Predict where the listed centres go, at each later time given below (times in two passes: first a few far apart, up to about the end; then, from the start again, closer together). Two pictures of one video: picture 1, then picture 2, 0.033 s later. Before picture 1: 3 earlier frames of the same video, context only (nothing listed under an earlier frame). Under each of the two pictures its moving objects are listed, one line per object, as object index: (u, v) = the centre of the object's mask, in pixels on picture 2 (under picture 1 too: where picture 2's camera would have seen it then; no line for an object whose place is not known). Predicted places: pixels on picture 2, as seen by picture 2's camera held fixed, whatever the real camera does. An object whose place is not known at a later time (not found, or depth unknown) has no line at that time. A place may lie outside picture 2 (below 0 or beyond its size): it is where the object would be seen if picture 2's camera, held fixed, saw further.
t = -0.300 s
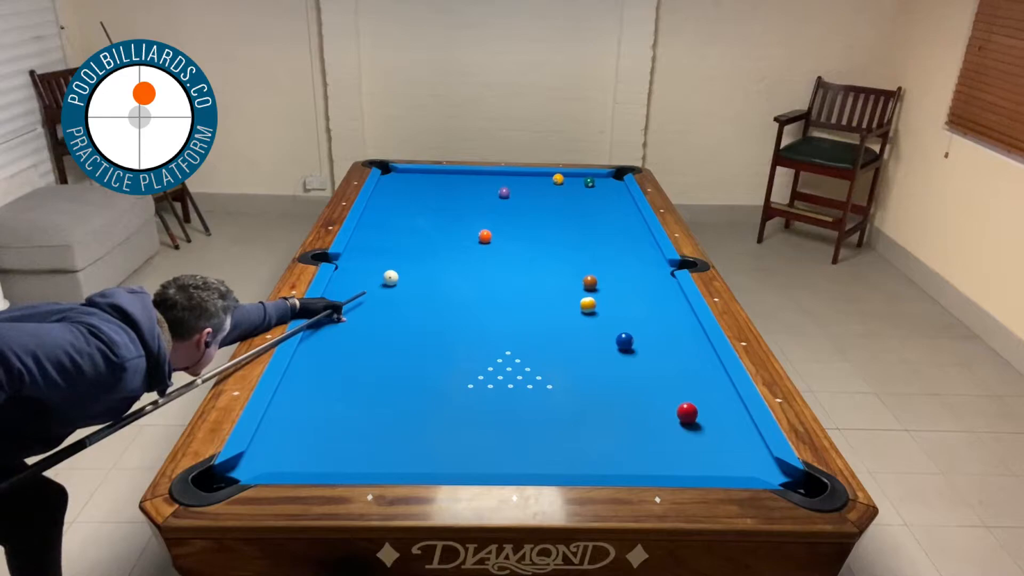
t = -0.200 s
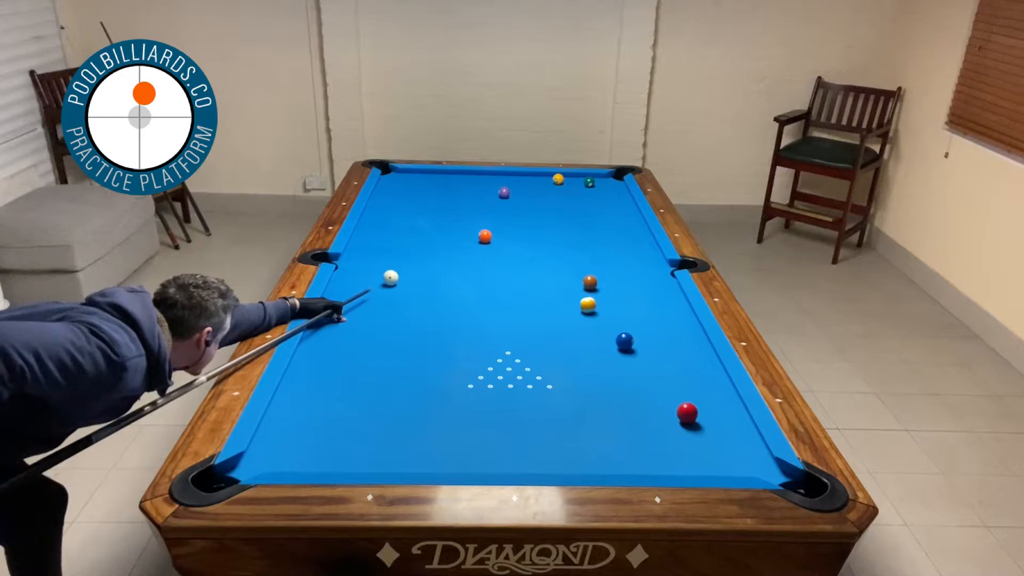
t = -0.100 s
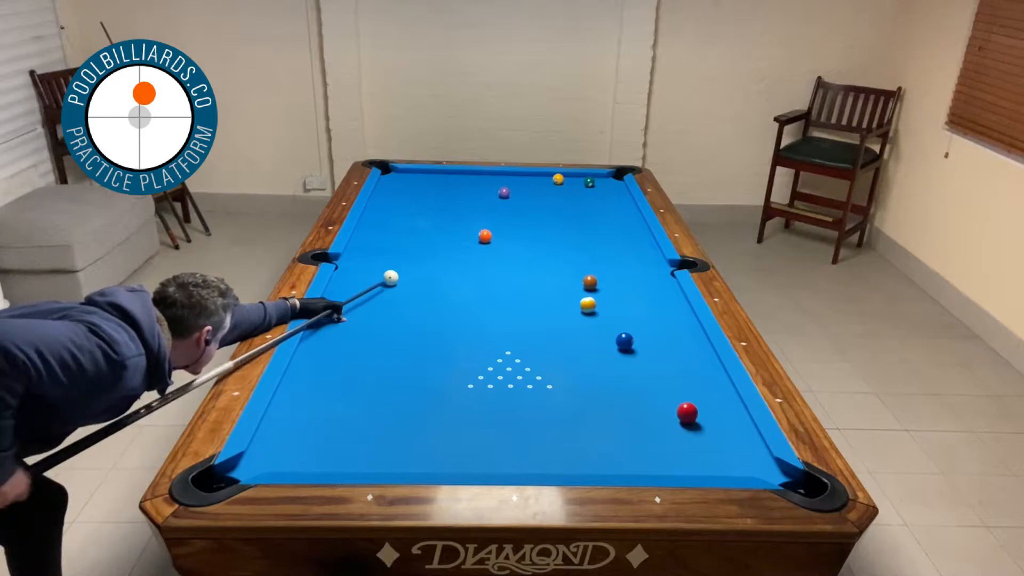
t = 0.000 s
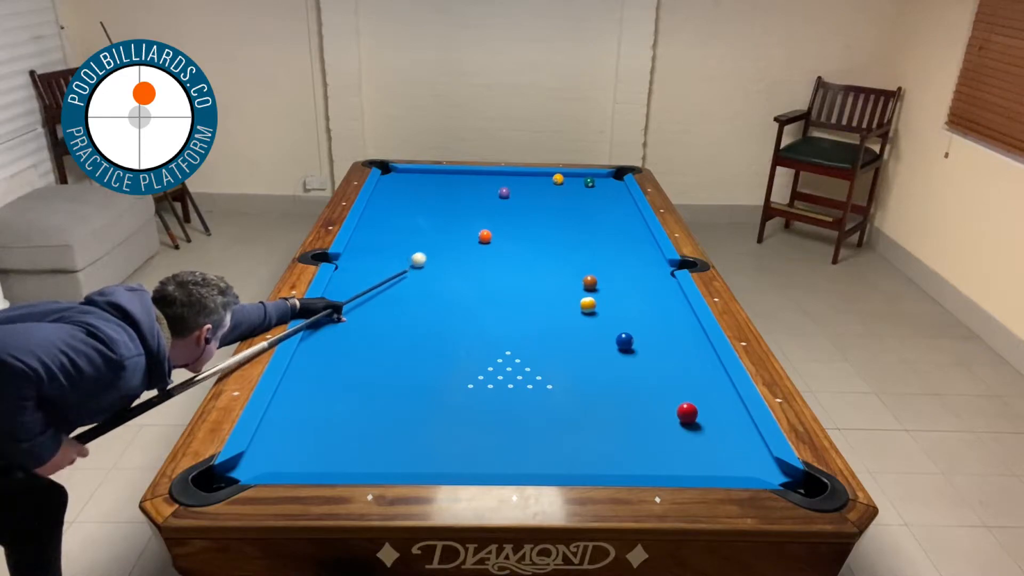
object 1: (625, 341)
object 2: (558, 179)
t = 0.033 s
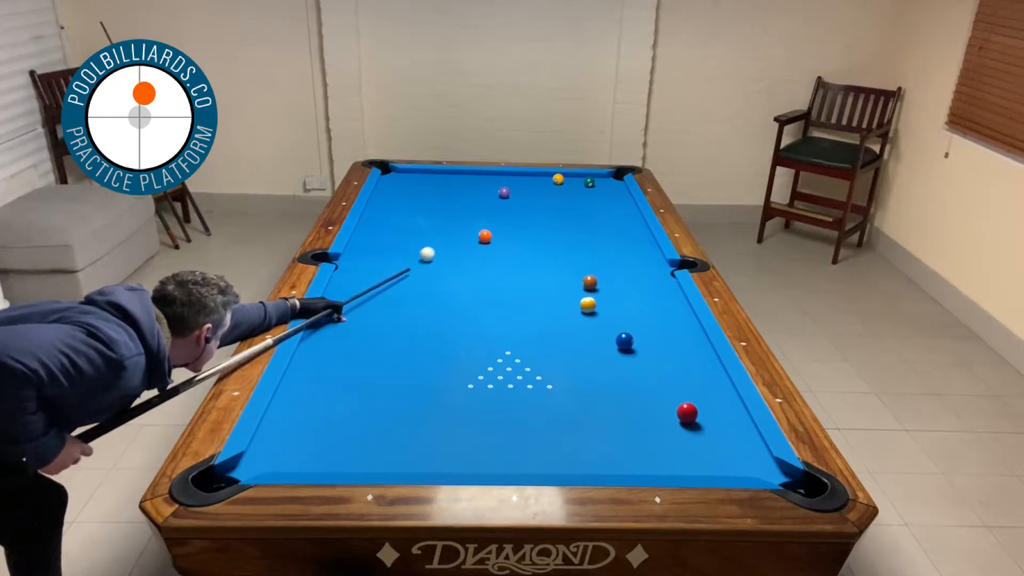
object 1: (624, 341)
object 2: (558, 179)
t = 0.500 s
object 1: (625, 341)
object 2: (558, 179)
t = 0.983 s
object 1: (624, 341)
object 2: (588, 176)
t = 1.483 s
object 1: (624, 341)
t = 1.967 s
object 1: (624, 341)
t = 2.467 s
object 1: (624, 341)
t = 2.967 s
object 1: (624, 341)
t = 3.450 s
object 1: (624, 341)
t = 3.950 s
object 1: (620, 345)
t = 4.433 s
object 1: (605, 357)
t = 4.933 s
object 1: (593, 368)
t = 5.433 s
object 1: (583, 376)
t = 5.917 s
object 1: (577, 381)
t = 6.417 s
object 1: (574, 382)
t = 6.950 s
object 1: (569, 379)
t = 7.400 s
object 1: (574, 382)
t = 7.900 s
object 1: (575, 382)
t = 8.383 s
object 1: (574, 382)
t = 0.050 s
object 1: (624, 341)
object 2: (558, 179)
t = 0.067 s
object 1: (625, 341)
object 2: (558, 179)
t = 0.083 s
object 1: (625, 341)
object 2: (558, 179)
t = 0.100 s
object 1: (625, 341)
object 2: (558, 179)
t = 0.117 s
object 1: (624, 341)
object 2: (558, 179)
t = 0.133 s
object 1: (624, 341)
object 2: (558, 179)
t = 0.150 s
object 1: (624, 341)
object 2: (558, 179)
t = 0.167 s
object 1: (624, 341)
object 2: (558, 179)
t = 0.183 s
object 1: (625, 341)
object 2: (558, 179)
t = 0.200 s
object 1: (625, 341)
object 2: (558, 179)
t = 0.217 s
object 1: (625, 341)
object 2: (558, 179)
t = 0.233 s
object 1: (624, 341)
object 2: (558, 179)
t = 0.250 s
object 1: (624, 341)
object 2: (558, 179)
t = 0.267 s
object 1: (625, 341)
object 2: (558, 179)
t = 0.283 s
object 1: (625, 341)
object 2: (558, 179)
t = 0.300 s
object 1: (624, 341)
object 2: (558, 179)
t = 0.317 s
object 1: (624, 341)
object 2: (558, 179)
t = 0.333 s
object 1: (624, 341)
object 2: (558, 179)
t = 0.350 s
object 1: (625, 341)
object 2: (558, 179)
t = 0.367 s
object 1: (625, 341)
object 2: (558, 179)
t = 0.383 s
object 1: (624, 341)
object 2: (558, 179)
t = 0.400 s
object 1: (624, 341)
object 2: (558, 179)
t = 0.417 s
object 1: (624, 341)
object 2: (558, 179)
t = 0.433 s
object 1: (624, 341)
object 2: (558, 179)
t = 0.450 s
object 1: (624, 341)
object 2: (558, 179)
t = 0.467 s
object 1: (625, 341)
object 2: (558, 179)
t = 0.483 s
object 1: (624, 341)
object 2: (558, 179)
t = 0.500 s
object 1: (625, 341)
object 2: (558, 179)
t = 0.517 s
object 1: (624, 341)
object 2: (558, 179)
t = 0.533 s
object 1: (625, 341)
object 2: (558, 179)
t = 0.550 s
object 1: (624, 341)
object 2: (558, 179)
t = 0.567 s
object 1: (624, 341)
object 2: (558, 179)
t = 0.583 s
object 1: (625, 341)
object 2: (558, 179)
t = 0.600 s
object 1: (625, 341)
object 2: (558, 179)
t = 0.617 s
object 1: (624, 341)
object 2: (558, 179)
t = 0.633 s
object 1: (624, 341)
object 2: (558, 179)
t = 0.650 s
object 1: (624, 341)
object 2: (558, 179)
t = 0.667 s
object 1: (624, 341)
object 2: (558, 179)
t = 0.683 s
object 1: (624, 341)
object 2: (558, 179)
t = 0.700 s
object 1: (624, 341)
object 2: (558, 179)
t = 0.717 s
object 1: (624, 341)
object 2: (558, 179)
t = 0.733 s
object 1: (624, 341)
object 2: (560, 179)
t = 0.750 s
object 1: (624, 341)
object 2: (562, 179)
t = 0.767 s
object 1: (624, 341)
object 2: (565, 179)
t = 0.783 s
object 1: (624, 341)
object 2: (567, 179)
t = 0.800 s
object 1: (624, 341)
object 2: (569, 179)
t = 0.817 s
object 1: (624, 341)
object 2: (571, 179)
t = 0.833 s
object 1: (624, 341)
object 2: (573, 179)
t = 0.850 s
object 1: (624, 341)
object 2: (575, 179)
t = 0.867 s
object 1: (624, 341)
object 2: (576, 179)
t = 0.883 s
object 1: (624, 341)
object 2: (578, 179)
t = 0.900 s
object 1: (624, 341)
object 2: (580, 179)
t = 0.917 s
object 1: (624, 341)
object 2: (581, 179)
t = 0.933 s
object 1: (624, 341)
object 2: (583, 178)
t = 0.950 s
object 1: (624, 341)
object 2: (584, 178)
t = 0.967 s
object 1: (624, 341)
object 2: (586, 176)
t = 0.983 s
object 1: (624, 341)
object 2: (588, 176)
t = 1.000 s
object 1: (625, 341)
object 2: (590, 176)
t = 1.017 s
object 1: (624, 341)
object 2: (592, 176)
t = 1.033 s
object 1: (625, 341)
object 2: (594, 177)
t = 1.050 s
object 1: (624, 341)
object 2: (596, 177)
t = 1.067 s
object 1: (624, 341)
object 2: (597, 177)
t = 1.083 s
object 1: (624, 341)
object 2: (599, 178)
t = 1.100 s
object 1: (625, 341)
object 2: (600, 178)
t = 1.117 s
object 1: (624, 341)
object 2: (601, 178)
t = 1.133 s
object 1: (624, 341)
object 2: (603, 177)
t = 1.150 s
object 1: (625, 341)
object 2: (604, 177)
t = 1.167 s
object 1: (624, 341)
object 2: (606, 178)
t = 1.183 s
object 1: (625, 341)
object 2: (607, 177)
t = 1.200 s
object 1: (625, 341)
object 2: (609, 177)
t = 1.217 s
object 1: (625, 341)
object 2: (610, 177)
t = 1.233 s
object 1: (625, 341)
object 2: (612, 177)
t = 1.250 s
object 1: (625, 341)
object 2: (614, 177)
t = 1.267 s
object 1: (624, 341)
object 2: (615, 177)
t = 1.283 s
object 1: (624, 341)
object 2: (617, 177)
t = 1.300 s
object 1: (624, 341)
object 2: (618, 176)
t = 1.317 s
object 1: (624, 341)
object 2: (619, 176)
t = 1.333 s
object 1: (624, 341)
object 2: (620, 176)
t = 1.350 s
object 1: (624, 341)
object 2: (621, 176)
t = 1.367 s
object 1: (624, 341)
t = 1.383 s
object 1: (624, 341)
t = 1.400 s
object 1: (624, 341)
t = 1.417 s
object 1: (624, 341)
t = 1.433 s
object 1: (625, 341)
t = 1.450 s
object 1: (625, 341)
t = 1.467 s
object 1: (624, 341)
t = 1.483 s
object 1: (624, 341)
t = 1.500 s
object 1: (624, 341)
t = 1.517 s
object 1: (625, 341)
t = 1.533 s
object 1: (624, 341)
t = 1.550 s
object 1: (624, 341)
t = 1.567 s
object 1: (624, 341)
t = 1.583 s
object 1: (625, 341)
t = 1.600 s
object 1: (624, 341)
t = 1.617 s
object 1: (624, 341)
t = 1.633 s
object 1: (625, 341)
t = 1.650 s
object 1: (624, 341)
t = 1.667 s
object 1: (624, 341)
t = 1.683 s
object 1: (624, 341)
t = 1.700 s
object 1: (624, 341)
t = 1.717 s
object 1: (624, 341)
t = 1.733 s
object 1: (625, 341)
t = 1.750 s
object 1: (624, 341)
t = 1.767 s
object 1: (625, 341)
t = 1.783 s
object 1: (624, 341)
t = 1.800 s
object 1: (624, 341)
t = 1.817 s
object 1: (624, 341)
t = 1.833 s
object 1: (624, 341)
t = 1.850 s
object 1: (624, 341)
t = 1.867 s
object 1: (624, 341)
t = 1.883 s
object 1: (624, 341)
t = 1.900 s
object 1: (624, 341)
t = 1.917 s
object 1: (624, 341)
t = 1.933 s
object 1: (624, 341)
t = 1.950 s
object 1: (624, 341)
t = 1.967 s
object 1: (624, 341)
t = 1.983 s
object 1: (624, 341)
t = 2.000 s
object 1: (624, 341)
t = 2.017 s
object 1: (624, 341)
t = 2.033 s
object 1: (624, 341)
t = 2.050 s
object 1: (624, 341)
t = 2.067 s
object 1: (624, 341)
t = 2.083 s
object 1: (624, 341)
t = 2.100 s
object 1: (624, 341)
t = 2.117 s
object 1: (624, 341)
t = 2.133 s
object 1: (624, 341)
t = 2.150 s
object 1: (624, 341)
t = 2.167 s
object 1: (624, 341)
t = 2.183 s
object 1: (624, 341)
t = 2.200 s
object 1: (624, 341)
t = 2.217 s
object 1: (624, 341)
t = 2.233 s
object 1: (624, 341)
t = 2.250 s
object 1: (624, 341)
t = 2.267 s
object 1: (624, 341)
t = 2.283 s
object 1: (624, 341)
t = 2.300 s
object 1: (624, 341)
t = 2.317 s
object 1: (624, 341)
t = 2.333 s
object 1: (624, 341)
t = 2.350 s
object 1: (624, 341)
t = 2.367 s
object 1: (624, 341)
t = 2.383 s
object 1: (624, 341)
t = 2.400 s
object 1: (624, 341)
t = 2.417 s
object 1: (624, 341)
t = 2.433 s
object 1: (624, 341)
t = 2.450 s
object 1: (624, 341)
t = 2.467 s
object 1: (624, 341)
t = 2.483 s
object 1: (624, 341)
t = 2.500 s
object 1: (624, 341)
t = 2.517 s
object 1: (624, 341)
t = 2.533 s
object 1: (624, 341)
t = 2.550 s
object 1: (624, 341)
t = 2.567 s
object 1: (624, 341)
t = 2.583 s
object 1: (624, 341)
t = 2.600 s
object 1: (624, 341)
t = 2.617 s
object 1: (624, 341)
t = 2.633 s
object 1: (624, 341)
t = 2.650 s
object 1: (624, 341)
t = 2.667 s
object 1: (624, 341)
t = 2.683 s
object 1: (624, 341)
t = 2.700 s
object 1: (624, 341)
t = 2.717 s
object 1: (624, 341)
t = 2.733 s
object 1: (624, 341)
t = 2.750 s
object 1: (624, 341)
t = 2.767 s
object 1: (624, 341)
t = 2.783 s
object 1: (624, 341)
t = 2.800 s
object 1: (624, 341)
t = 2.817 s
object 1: (624, 341)
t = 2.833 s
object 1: (624, 341)
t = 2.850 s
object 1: (624, 341)
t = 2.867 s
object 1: (624, 341)
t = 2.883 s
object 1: (624, 341)
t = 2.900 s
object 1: (624, 341)
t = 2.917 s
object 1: (624, 341)
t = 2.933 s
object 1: (624, 341)
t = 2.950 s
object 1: (624, 341)
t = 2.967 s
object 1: (624, 341)
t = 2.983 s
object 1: (624, 341)
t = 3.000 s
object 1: (624, 341)
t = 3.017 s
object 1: (624, 341)
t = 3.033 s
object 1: (624, 341)
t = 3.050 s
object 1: (624, 341)
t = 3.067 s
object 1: (624, 341)
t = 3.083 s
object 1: (624, 341)
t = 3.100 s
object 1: (624, 341)
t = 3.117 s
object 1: (624, 341)
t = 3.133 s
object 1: (624, 341)
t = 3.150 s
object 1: (624, 341)
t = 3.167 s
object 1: (624, 341)
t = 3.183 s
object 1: (624, 341)
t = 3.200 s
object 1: (624, 341)
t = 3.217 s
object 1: (624, 341)
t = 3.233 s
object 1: (624, 341)
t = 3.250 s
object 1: (624, 341)
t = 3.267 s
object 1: (624, 341)
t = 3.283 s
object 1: (624, 341)
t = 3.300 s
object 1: (624, 341)
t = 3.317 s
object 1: (624, 341)
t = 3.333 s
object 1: (624, 341)
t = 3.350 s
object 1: (624, 341)
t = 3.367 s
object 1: (624, 341)
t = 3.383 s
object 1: (624, 341)
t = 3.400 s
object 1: (624, 341)
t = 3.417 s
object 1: (624, 341)
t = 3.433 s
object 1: (624, 341)
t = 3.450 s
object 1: (624, 341)
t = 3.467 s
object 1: (624, 341)
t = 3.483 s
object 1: (624, 341)
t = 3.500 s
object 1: (624, 341)
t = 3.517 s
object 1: (624, 341)
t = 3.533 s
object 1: (624, 341)
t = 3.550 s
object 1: (624, 341)
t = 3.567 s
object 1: (624, 341)
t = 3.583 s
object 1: (624, 341)
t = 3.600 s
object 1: (624, 341)
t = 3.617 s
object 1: (624, 341)
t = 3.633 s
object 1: (624, 341)
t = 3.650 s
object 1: (624, 341)
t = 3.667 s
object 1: (624, 341)
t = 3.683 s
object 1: (624, 341)
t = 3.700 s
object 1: (624, 341)
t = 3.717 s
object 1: (624, 341)
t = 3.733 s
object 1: (624, 341)
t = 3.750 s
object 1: (624, 341)
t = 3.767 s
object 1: (624, 341)
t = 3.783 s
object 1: (624, 341)
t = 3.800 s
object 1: (624, 341)
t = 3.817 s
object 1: (624, 341)
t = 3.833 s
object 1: (624, 341)
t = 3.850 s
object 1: (623, 342)
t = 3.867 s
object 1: (623, 342)
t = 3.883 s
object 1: (622, 343)
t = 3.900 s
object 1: (622, 343)
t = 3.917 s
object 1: (621, 344)
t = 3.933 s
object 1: (621, 344)
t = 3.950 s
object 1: (620, 345)
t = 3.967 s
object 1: (620, 345)
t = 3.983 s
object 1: (619, 346)
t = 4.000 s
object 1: (618, 346)
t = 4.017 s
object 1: (618, 347)
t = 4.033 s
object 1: (617, 347)
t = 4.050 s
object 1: (617, 347)
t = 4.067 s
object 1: (616, 348)
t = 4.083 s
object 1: (616, 349)
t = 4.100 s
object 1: (615, 349)
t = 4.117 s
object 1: (615, 350)
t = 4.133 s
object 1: (614, 350)
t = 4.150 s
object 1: (614, 350)
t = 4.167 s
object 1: (613, 351)
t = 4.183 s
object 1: (613, 351)
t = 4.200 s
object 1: (612, 352)
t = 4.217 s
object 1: (612, 352)
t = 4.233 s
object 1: (611, 353)
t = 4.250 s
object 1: (611, 353)
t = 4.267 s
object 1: (610, 353)
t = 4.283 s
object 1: (610, 354)
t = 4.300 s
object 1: (609, 354)
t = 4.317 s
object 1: (609, 355)
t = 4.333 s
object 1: (608, 355)
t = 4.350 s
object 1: (608, 355)
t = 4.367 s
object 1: (607, 356)
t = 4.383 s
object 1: (607, 356)
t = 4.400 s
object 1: (606, 357)
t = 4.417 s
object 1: (606, 357)
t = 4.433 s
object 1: (605, 357)
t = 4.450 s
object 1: (605, 358)
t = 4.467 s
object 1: (605, 358)
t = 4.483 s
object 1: (604, 359)
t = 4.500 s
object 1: (604, 359)
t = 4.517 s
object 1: (603, 360)
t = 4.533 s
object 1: (603, 360)
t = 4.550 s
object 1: (602, 360)
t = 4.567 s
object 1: (602, 361)
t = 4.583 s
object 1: (601, 361)
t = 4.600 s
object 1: (601, 361)
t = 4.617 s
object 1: (600, 362)
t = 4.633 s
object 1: (600, 362)
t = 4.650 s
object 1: (600, 362)
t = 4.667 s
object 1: (599, 363)
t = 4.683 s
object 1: (599, 363)
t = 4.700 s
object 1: (598, 363)
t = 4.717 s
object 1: (598, 364)
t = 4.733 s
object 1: (598, 364)
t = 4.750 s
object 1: (597, 364)
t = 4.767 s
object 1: (597, 365)
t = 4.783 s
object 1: (596, 365)
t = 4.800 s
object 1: (596, 365)
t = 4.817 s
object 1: (596, 366)
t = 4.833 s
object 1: (595, 366)
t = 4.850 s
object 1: (595, 367)
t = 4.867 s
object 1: (594, 367)
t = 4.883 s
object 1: (594, 367)
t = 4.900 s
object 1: (594, 367)
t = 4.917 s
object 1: (593, 368)
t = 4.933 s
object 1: (593, 368)
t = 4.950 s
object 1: (592, 368)
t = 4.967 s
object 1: (592, 369)
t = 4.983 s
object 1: (592, 369)
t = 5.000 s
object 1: (591, 369)
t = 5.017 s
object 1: (591, 370)
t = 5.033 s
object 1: (591, 370)
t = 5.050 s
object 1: (590, 370)
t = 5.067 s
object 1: (590, 370)
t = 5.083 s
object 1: (589, 371)
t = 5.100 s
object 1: (589, 371)
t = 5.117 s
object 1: (589, 371)
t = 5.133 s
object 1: (588, 372)
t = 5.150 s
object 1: (588, 372)
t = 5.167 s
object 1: (588, 372)
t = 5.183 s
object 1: (587, 372)
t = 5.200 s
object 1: (587, 373)
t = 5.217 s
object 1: (587, 373)
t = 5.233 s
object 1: (586, 373)
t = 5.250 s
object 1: (586, 374)
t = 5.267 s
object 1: (586, 374)
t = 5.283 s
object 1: (585, 374)
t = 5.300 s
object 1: (585, 374)
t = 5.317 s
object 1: (585, 374)
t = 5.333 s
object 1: (585, 375)
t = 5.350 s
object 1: (584, 375)
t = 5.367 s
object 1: (584, 375)
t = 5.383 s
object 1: (584, 375)
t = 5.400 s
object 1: (583, 376)
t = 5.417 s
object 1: (583, 376)
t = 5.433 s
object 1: (583, 376)
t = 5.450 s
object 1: (583, 376)
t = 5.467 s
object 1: (582, 376)
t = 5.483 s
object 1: (582, 377)
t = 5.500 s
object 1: (582, 377)
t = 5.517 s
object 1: (582, 377)
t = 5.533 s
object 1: (581, 377)
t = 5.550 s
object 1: (581, 377)
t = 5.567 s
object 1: (581, 377)
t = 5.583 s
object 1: (581, 378)
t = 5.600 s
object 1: (580, 378)
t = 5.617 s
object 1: (580, 378)
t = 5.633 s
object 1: (580, 378)
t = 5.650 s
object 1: (580, 378)
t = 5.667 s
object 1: (579, 379)
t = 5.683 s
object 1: (579, 379)
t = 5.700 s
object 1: (579, 379)
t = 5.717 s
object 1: (579, 379)
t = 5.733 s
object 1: (579, 379)
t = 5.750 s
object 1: (578, 379)
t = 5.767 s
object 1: (578, 380)
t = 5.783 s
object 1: (578, 380)
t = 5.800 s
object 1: (578, 380)
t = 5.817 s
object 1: (578, 380)
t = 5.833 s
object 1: (578, 380)
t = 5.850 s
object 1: (577, 380)
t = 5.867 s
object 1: (577, 380)
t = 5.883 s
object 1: (577, 381)
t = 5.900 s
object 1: (577, 381)
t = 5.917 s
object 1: (577, 381)
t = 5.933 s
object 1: (577, 381)
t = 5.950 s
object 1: (576, 381)
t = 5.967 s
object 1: (576, 381)
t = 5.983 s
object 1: (576, 381)
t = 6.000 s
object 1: (576, 381)
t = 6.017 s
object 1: (576, 382)
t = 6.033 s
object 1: (576, 382)
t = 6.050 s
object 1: (576, 382)
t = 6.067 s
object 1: (575, 382)
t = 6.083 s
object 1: (575, 382)
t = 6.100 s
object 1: (575, 382)
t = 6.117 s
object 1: (575, 382)
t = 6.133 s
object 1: (575, 382)
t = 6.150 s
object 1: (575, 382)
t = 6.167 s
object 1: (575, 382)
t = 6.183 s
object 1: (575, 382)
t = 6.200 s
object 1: (575, 382)
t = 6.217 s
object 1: (575, 382)
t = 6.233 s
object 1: (575, 382)
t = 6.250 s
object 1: (574, 382)
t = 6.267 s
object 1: (574, 383)
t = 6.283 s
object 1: (574, 382)
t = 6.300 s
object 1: (575, 384)
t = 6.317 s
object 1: (574, 382)
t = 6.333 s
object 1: (574, 382)
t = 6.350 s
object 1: (574, 382)
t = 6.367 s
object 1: (574, 382)
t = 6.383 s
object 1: (574, 382)
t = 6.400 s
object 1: (574, 382)
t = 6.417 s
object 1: (574, 382)
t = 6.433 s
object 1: (574, 382)
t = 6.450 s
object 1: (574, 382)
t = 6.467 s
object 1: (574, 383)
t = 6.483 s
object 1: (574, 383)
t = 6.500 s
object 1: (574, 383)
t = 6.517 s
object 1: (574, 383)
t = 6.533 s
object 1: (574, 382)
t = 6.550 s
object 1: (574, 382)
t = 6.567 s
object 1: (577, 383)
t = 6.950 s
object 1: (569, 379)
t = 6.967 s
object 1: (574, 384)
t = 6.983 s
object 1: (574, 383)
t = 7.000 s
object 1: (574, 382)
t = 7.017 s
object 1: (574, 382)
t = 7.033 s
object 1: (575, 382)
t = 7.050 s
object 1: (574, 382)
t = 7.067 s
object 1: (574, 382)
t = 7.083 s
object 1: (574, 382)
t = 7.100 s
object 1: (574, 382)
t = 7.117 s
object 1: (574, 382)
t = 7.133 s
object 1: (574, 382)
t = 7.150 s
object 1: (574, 382)
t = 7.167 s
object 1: (574, 382)
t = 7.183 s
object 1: (574, 382)
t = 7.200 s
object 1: (574, 382)
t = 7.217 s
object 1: (574, 382)
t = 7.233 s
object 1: (574, 382)
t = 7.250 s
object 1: (574, 382)
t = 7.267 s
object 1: (574, 382)
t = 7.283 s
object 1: (574, 382)
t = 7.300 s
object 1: (574, 382)
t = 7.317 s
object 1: (574, 382)
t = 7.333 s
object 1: (574, 382)
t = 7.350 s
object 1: (574, 382)
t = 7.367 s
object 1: (574, 382)
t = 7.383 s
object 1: (574, 382)
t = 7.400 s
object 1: (574, 382)
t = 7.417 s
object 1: (574, 382)
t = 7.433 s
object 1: (574, 382)
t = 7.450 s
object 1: (574, 382)
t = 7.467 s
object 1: (574, 382)
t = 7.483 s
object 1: (574, 382)
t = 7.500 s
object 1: (574, 382)
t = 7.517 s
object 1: (574, 382)
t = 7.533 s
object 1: (574, 382)
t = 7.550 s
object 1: (574, 382)
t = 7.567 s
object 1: (574, 382)
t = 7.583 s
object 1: (574, 382)
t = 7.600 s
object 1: (574, 382)
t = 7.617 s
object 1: (574, 382)
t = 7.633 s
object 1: (575, 382)
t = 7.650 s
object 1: (574, 382)
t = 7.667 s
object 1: (574, 382)
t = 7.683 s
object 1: (575, 382)
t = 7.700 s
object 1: (574, 382)
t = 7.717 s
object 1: (574, 382)
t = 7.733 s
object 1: (574, 382)
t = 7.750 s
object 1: (575, 382)
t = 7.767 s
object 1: (575, 382)
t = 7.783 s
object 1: (574, 382)
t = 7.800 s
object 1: (575, 382)
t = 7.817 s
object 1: (575, 382)
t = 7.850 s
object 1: (574, 382)
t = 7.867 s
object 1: (575, 382)
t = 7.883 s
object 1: (574, 382)
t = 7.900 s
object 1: (575, 382)
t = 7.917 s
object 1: (574, 382)
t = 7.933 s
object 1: (574, 382)
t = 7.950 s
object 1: (574, 382)
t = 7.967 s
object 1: (574, 382)
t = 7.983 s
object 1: (574, 382)
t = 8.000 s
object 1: (574, 382)
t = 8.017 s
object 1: (574, 382)
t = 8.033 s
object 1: (574, 382)
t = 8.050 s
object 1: (574, 382)
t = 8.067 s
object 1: (574, 382)
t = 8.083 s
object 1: (574, 382)
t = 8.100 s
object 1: (574, 382)
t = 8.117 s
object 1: (574, 382)
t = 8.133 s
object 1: (574, 382)
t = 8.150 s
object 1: (574, 382)
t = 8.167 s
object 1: (574, 382)
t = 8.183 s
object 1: (574, 382)
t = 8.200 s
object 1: (574, 382)
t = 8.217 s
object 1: (574, 382)
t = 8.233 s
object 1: (574, 382)
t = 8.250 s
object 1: (574, 382)
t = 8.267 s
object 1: (574, 382)
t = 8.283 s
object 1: (574, 382)
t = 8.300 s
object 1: (574, 382)
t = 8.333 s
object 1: (574, 382)
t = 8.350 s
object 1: (574, 382)
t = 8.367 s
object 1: (574, 382)
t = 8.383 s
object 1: (574, 382)
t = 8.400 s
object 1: (574, 382)
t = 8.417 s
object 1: (574, 382)
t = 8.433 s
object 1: (574, 382)
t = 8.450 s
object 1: (574, 382)
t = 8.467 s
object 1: (574, 382)
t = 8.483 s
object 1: (574, 382)
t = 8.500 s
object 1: (574, 382)
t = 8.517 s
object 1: (574, 382)
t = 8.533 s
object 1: (574, 382)
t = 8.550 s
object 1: (574, 382)
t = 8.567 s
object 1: (574, 382)
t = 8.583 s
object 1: (574, 382)
